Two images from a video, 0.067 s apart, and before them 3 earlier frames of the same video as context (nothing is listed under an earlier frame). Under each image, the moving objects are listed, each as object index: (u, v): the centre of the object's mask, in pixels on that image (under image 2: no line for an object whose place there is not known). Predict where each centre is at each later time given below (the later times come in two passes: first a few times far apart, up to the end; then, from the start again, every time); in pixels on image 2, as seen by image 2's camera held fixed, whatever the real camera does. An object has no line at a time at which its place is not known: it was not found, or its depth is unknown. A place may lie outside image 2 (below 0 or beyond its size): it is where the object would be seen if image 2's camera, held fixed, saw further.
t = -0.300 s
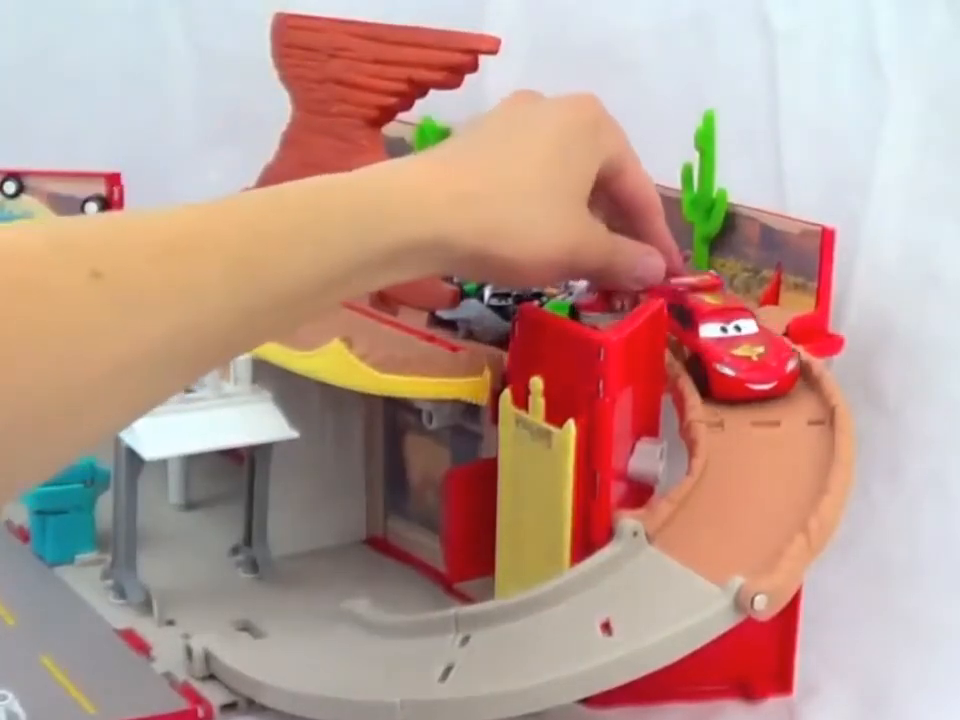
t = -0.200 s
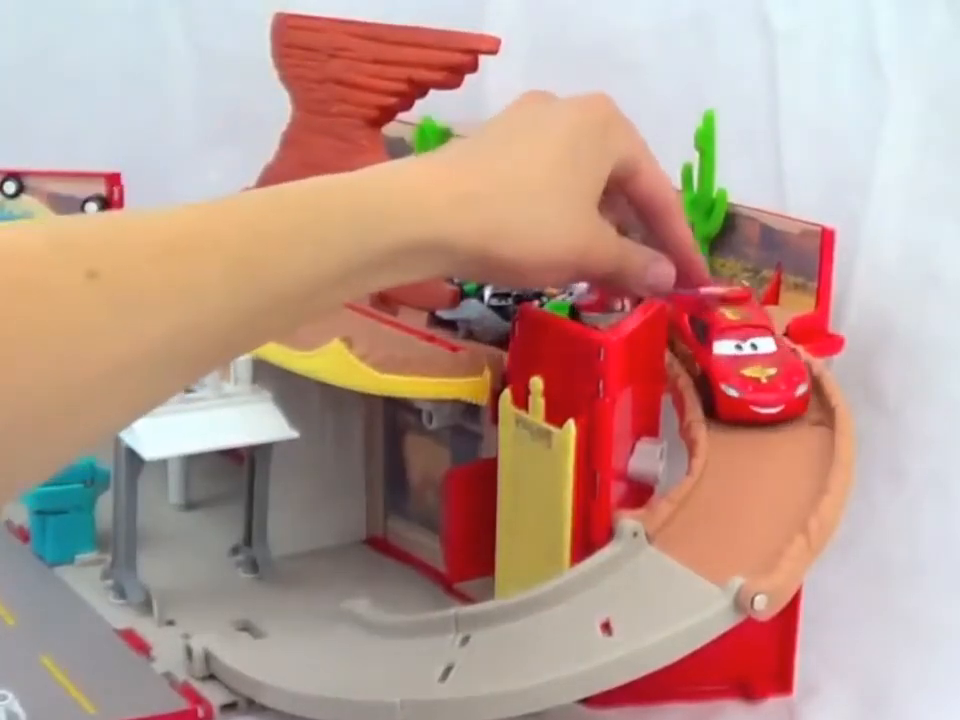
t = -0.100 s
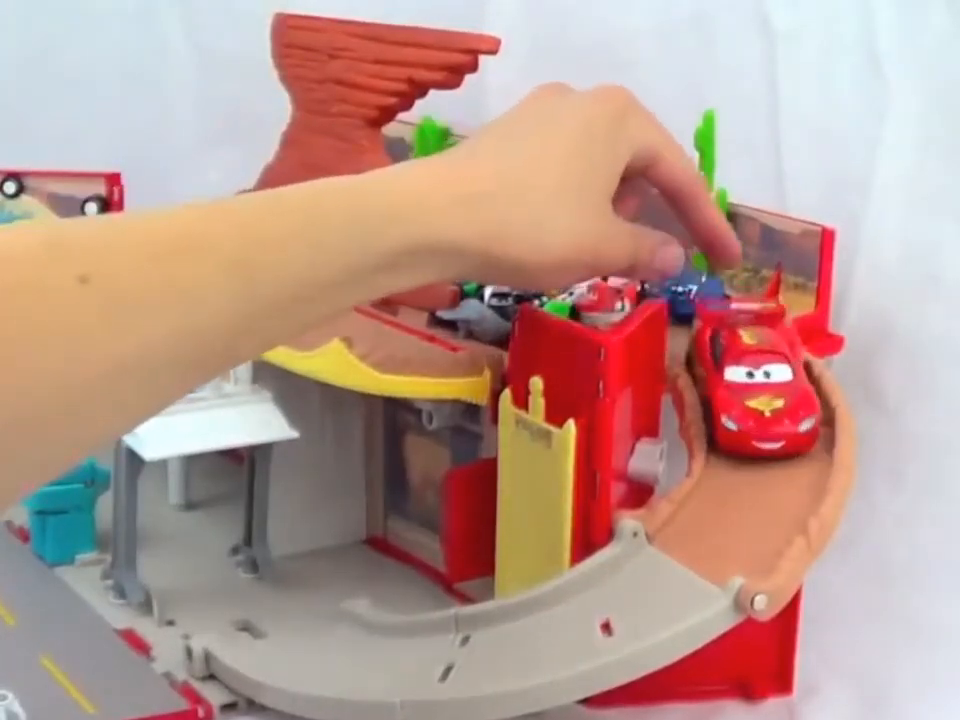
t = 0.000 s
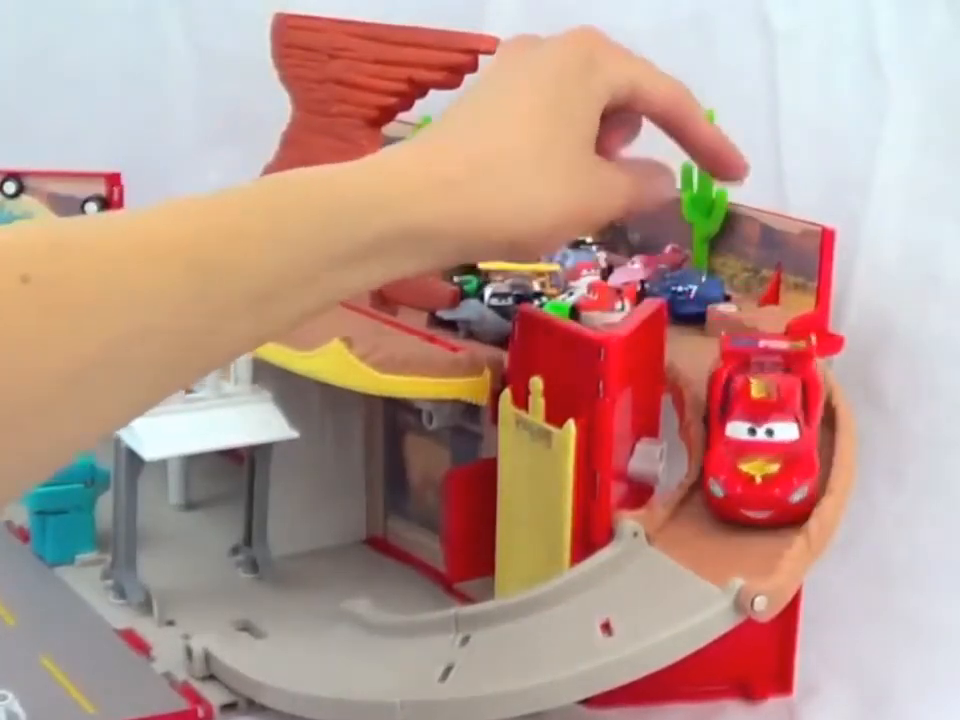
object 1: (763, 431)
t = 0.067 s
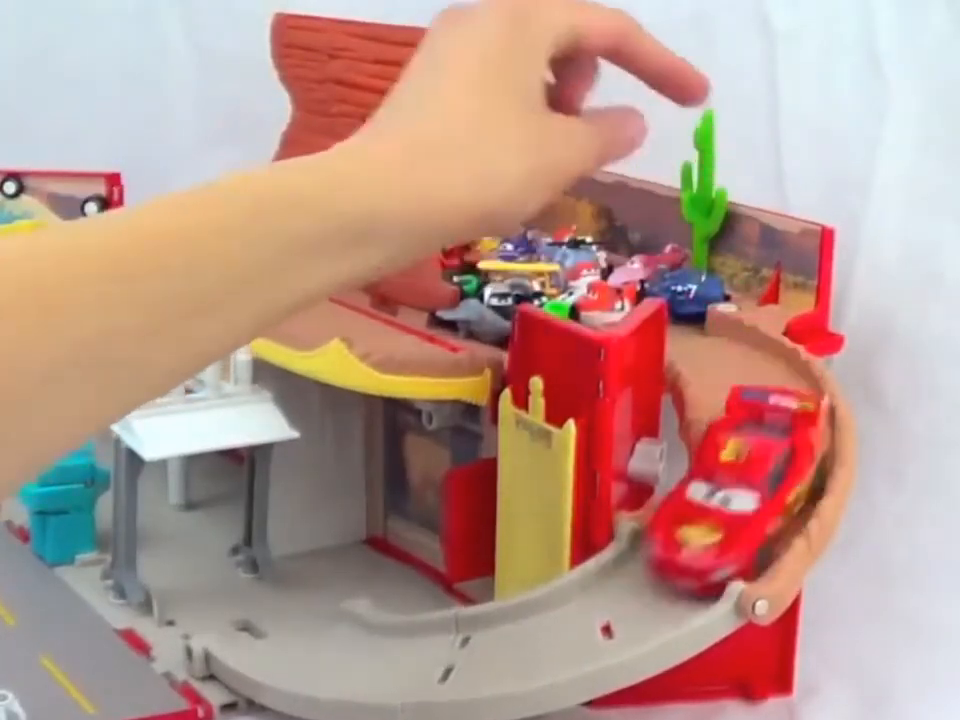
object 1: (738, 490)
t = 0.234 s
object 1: (473, 629)
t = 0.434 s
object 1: (230, 586)
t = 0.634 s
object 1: (158, 501)
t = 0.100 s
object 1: (705, 516)
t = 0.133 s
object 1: (670, 553)
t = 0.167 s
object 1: (613, 586)
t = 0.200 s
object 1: (546, 610)
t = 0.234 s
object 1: (473, 629)
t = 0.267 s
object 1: (407, 640)
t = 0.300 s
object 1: (355, 636)
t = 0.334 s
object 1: (310, 629)
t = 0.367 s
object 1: (277, 615)
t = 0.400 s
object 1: (252, 598)
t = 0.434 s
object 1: (230, 586)
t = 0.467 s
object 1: (208, 561)
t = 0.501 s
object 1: (191, 550)
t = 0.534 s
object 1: (178, 536)
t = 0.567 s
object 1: (157, 523)
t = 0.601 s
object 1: (148, 512)
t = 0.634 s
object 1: (158, 501)
